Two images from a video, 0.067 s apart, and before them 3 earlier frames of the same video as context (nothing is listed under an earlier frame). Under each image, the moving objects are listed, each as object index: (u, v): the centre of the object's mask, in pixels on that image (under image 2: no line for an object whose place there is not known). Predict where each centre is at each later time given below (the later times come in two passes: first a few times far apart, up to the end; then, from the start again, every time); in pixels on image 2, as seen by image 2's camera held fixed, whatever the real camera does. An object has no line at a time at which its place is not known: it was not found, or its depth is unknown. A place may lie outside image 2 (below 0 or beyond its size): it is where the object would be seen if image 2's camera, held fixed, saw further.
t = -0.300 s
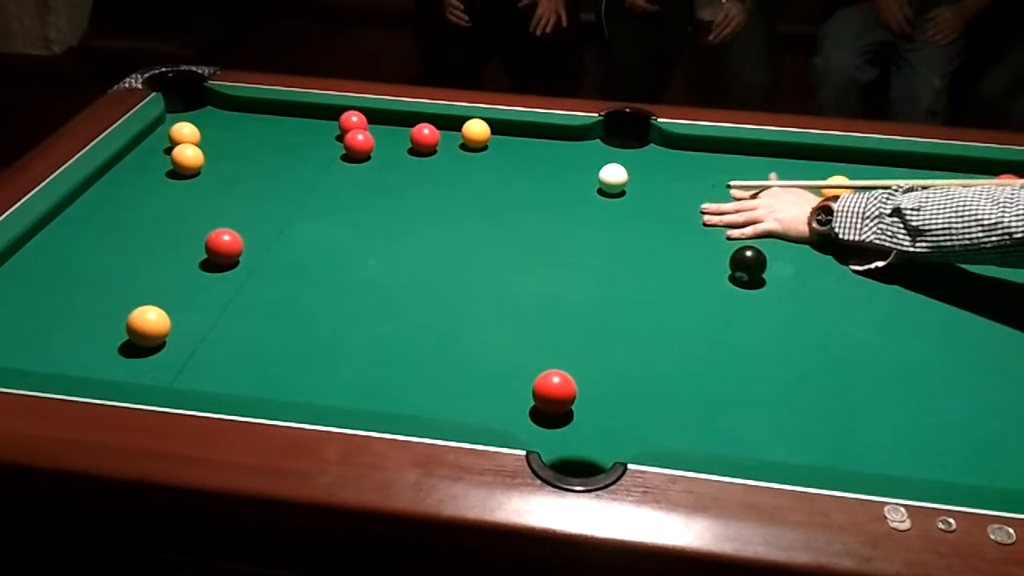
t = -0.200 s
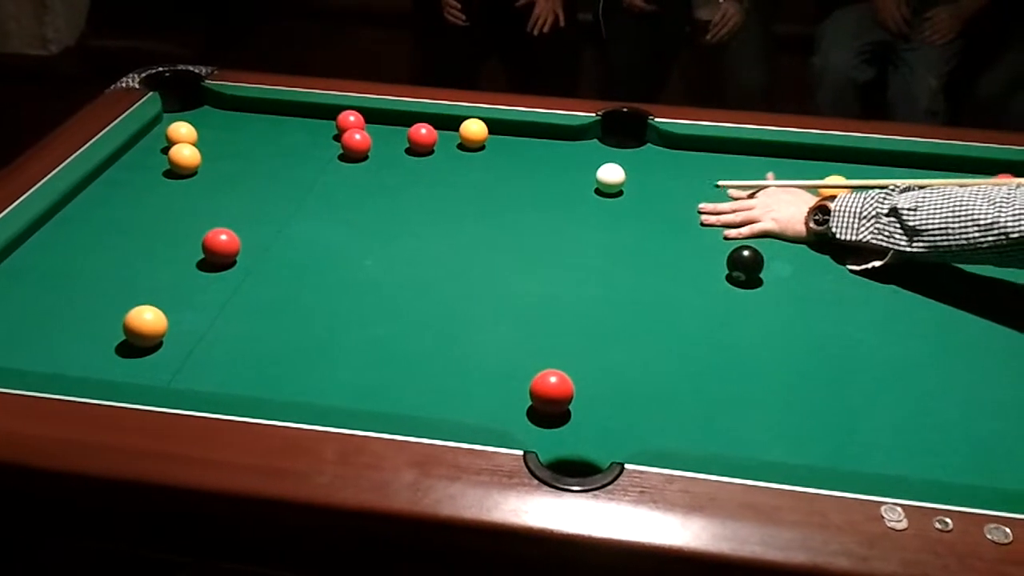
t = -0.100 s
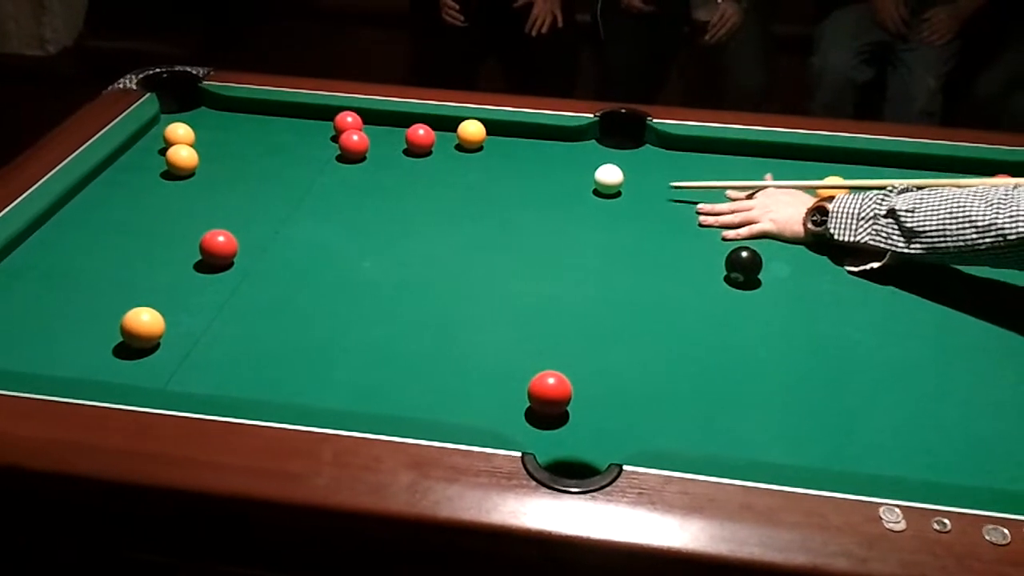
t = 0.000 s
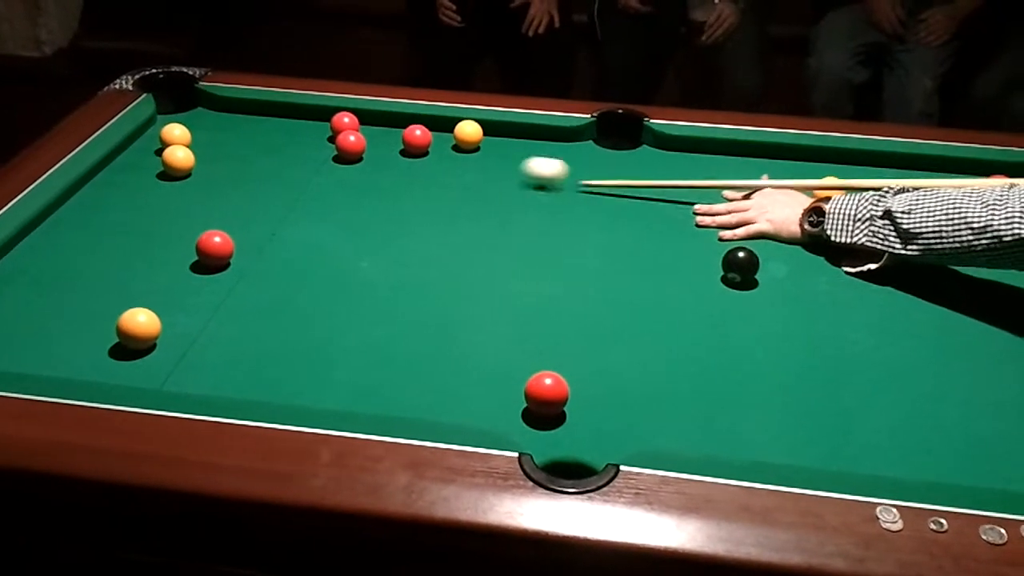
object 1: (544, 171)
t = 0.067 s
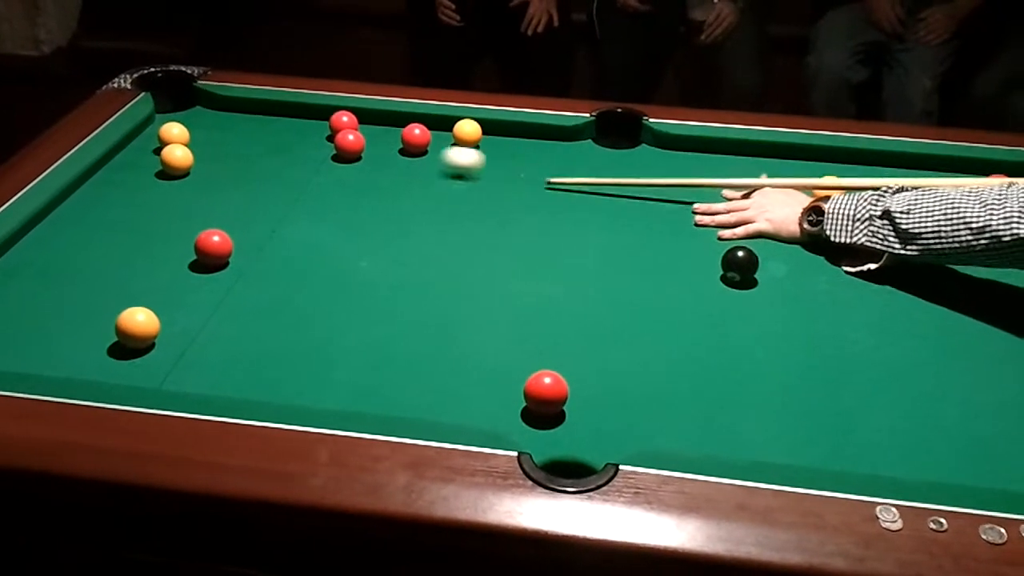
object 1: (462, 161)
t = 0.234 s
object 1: (371, 157)
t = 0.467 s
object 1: (358, 171)
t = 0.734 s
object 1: (346, 188)
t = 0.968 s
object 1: (336, 201)
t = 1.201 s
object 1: (327, 214)
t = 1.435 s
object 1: (319, 225)
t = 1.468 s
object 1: (318, 227)
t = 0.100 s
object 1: (425, 156)
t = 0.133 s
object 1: (388, 152)
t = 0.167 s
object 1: (374, 152)
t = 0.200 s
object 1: (372, 155)
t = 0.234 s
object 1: (371, 157)
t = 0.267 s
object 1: (369, 159)
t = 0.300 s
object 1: (367, 161)
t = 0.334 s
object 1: (365, 163)
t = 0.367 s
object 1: (364, 165)
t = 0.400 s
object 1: (362, 167)
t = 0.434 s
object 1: (360, 170)
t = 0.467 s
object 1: (358, 171)
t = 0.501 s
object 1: (357, 173)
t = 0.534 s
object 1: (355, 175)
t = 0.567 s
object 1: (354, 177)
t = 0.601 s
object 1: (352, 180)
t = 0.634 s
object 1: (351, 181)
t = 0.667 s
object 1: (349, 184)
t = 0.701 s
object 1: (347, 185)
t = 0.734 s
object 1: (346, 188)
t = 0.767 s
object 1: (344, 190)
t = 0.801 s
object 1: (343, 191)
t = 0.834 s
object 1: (342, 194)
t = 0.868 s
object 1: (340, 195)
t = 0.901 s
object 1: (339, 197)
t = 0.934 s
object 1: (338, 199)
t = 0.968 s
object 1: (336, 201)
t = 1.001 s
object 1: (335, 203)
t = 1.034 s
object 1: (334, 205)
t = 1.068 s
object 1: (332, 206)
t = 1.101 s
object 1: (331, 208)
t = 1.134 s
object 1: (330, 210)
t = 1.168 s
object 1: (328, 212)
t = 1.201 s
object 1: (327, 214)
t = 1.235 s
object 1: (326, 215)
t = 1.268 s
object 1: (325, 217)
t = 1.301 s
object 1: (324, 219)
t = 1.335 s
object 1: (322, 220)
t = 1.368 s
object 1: (321, 222)
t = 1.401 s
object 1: (321, 224)
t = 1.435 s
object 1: (319, 225)
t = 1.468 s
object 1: (318, 227)
